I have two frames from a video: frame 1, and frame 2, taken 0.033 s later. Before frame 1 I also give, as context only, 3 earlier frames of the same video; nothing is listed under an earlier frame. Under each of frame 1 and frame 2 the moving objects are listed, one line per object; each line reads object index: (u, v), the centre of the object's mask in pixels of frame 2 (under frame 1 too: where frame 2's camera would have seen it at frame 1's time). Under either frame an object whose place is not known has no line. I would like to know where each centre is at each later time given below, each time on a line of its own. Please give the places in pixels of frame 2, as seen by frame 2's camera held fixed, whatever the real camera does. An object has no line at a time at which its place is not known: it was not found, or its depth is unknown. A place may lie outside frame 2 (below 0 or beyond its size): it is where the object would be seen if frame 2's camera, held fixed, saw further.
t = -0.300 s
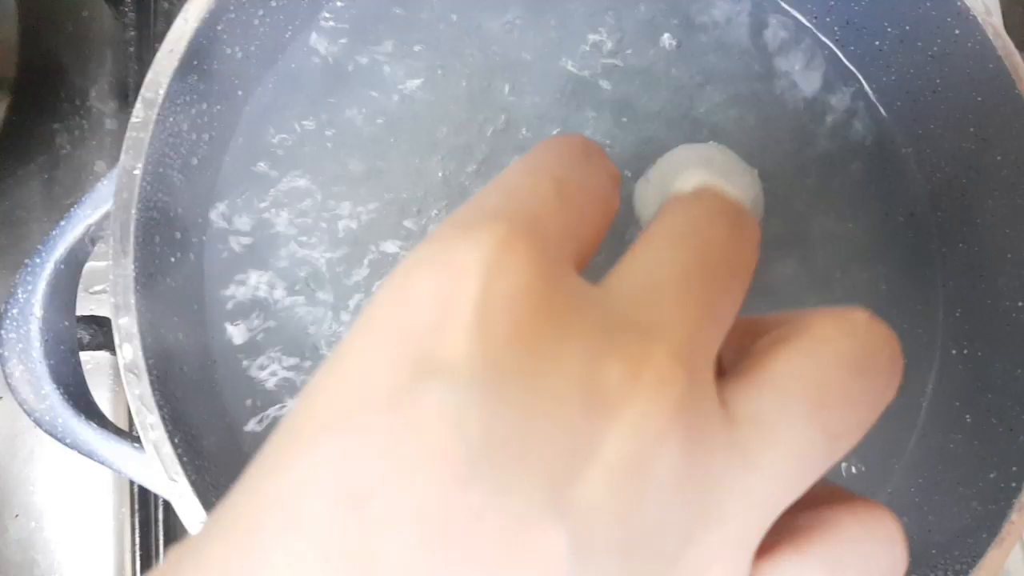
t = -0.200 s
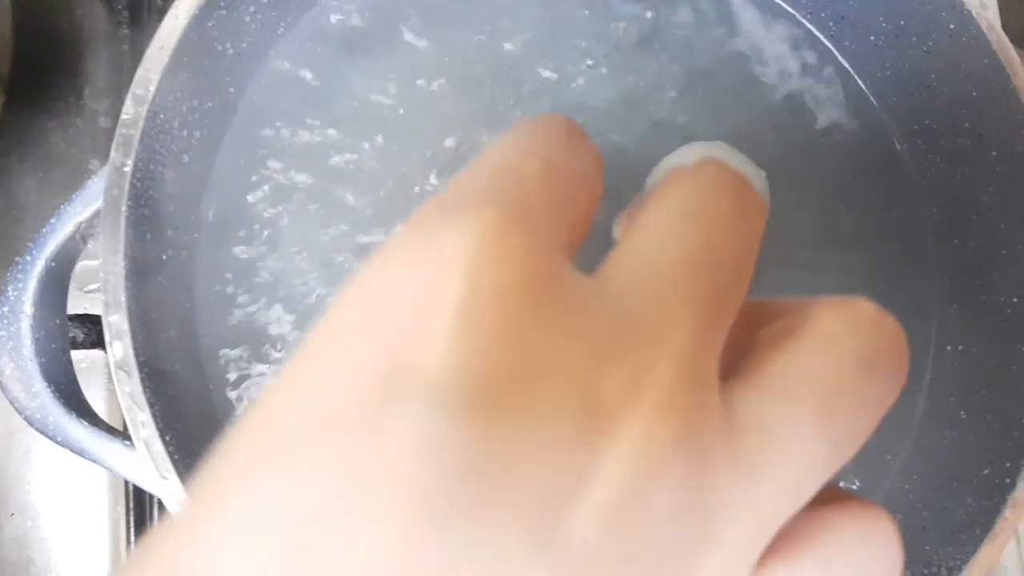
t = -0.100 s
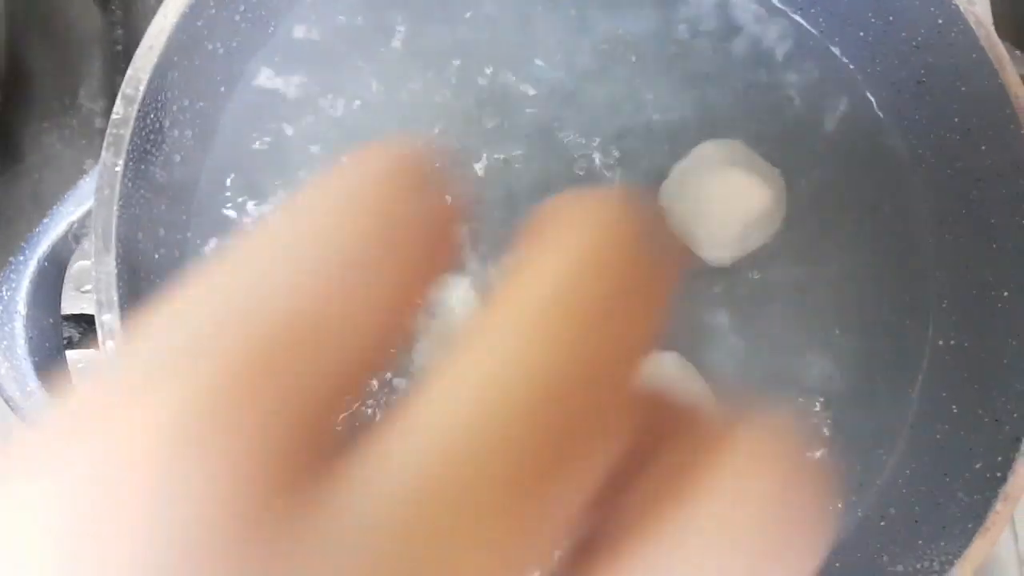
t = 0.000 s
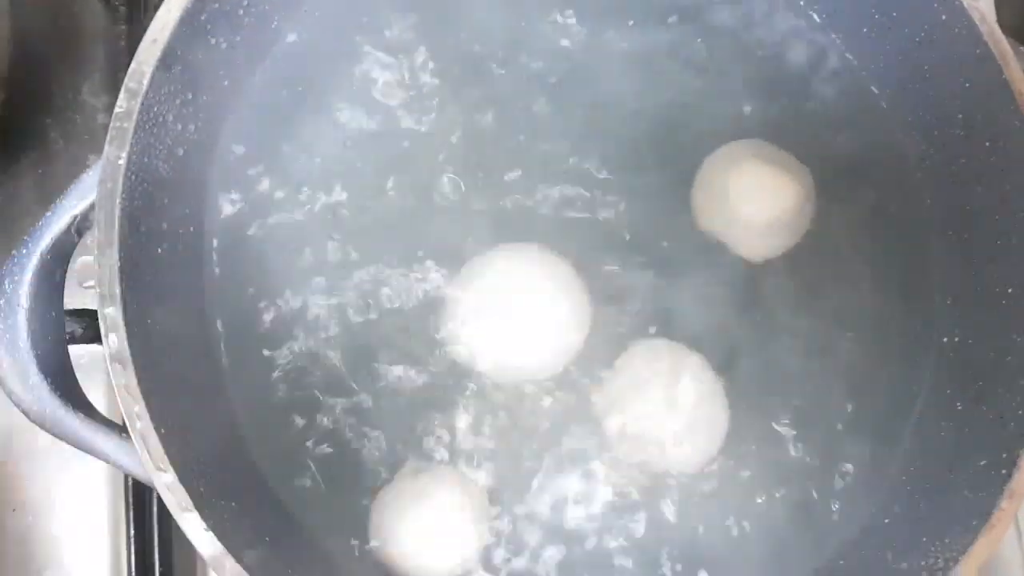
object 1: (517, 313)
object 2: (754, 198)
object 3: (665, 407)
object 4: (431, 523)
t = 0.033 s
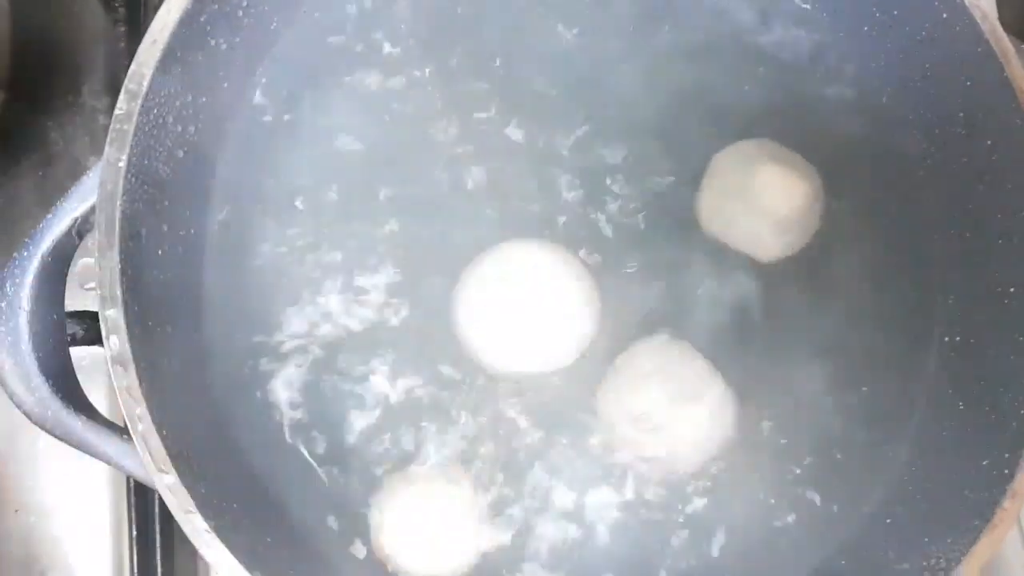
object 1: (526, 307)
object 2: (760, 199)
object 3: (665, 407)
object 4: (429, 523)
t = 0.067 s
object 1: (535, 298)
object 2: (766, 199)
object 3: (664, 405)
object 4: (426, 520)
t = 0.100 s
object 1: (545, 290)
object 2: (776, 199)
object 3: (663, 404)
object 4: (421, 520)
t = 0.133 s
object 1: (555, 283)
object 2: (783, 201)
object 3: (661, 410)
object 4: (418, 520)
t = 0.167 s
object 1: (564, 277)
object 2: (791, 202)
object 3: (658, 409)
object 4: (417, 519)
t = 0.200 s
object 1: (569, 271)
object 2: (795, 202)
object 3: (653, 409)
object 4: (413, 518)
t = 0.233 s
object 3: (651, 409)
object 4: (414, 513)
